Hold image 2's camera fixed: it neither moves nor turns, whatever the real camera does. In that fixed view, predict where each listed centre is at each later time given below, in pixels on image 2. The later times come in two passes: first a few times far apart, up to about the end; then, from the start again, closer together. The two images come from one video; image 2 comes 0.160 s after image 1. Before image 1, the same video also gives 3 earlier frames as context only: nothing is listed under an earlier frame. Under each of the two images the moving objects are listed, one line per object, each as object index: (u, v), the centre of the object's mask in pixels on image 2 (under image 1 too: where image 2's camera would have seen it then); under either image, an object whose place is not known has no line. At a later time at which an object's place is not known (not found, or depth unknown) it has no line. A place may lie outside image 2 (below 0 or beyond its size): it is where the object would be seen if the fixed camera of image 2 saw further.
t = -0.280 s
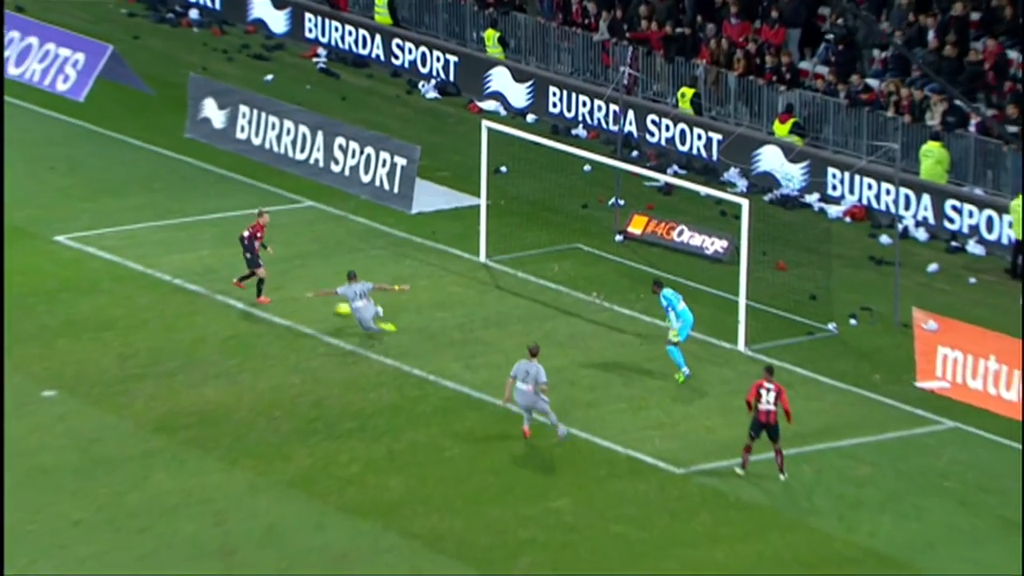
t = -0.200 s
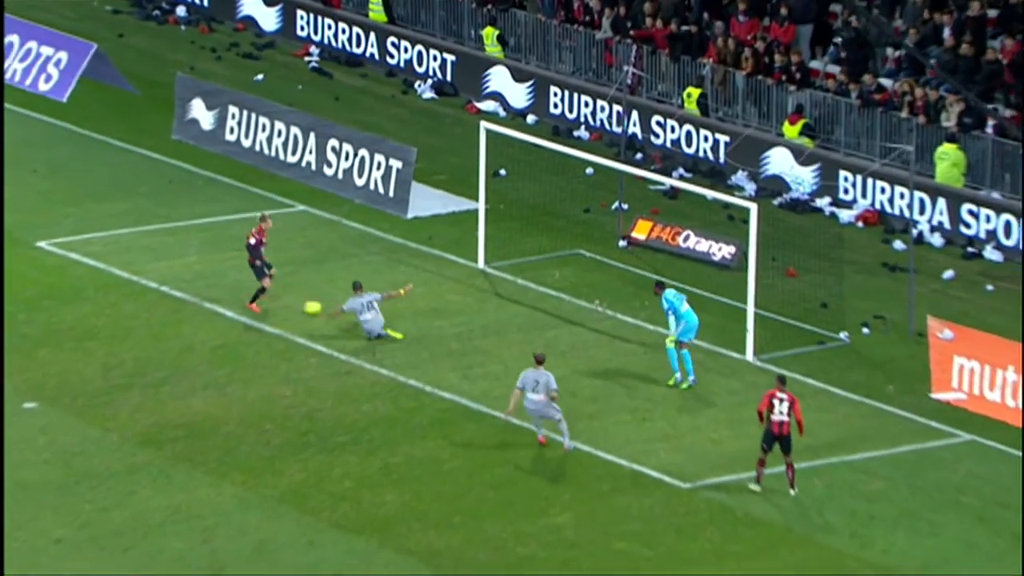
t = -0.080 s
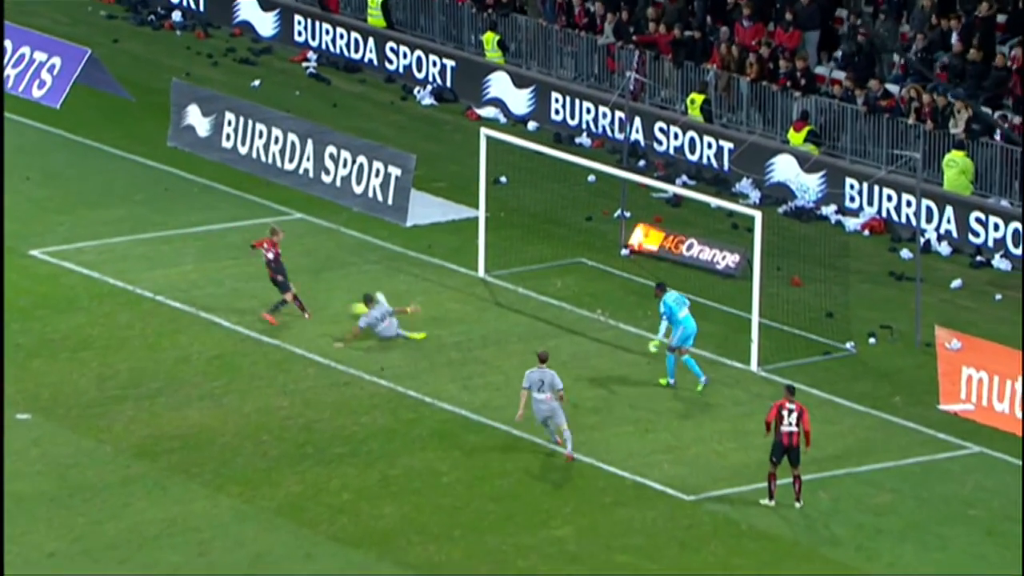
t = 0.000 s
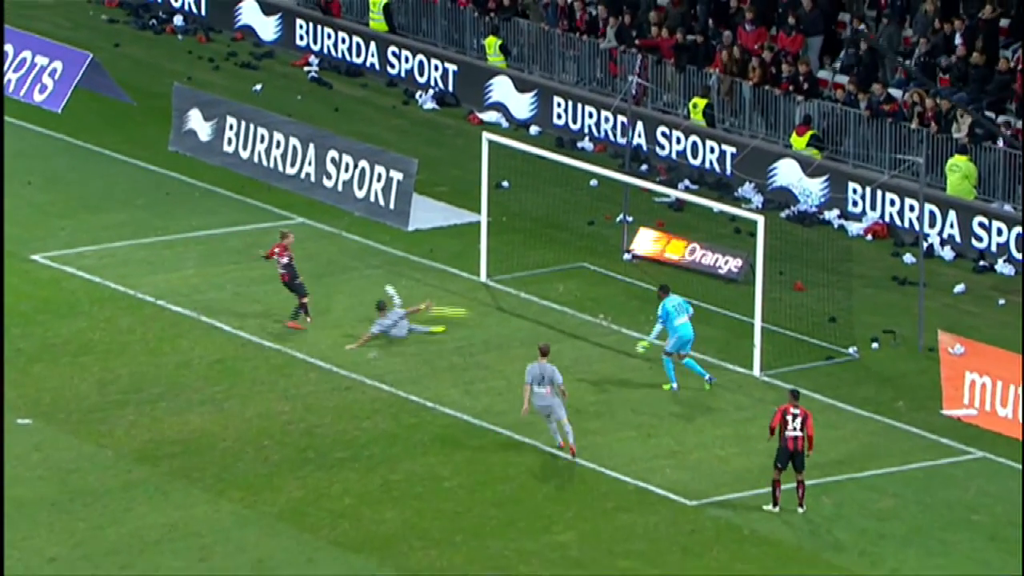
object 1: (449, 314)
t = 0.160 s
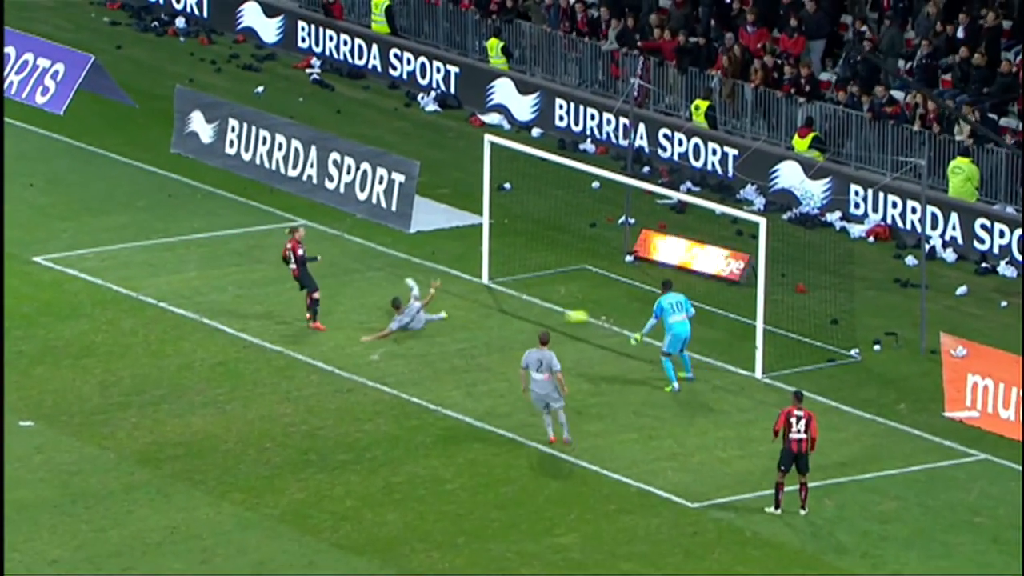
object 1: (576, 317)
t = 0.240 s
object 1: (637, 315)
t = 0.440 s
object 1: (767, 297)
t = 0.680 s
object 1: (798, 250)
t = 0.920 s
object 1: (796, 231)
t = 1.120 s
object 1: (787, 239)
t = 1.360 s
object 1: (776, 280)
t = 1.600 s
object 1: (767, 356)
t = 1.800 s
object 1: (778, 323)
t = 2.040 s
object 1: (792, 308)
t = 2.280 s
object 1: (791, 318)
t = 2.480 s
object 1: (781, 346)
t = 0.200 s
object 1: (608, 315)
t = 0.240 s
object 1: (637, 315)
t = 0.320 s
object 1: (701, 316)
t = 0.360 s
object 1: (729, 316)
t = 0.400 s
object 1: (750, 311)
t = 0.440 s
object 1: (767, 297)
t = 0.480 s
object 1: (772, 287)
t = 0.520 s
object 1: (779, 278)
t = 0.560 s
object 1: (785, 269)
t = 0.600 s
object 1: (790, 262)
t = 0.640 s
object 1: (795, 255)
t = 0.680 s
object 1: (798, 250)
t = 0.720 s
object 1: (799, 244)
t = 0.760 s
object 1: (800, 240)
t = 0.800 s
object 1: (800, 236)
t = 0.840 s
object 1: (799, 234)
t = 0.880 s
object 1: (797, 231)
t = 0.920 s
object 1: (796, 231)
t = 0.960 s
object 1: (794, 230)
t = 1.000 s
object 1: (793, 231)
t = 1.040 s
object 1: (791, 232)
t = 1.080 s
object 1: (789, 235)
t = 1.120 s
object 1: (787, 239)
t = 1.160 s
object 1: (785, 243)
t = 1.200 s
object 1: (783, 249)
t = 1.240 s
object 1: (782, 255)
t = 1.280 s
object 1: (780, 262)
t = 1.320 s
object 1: (779, 271)
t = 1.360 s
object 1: (776, 280)
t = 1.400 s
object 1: (775, 291)
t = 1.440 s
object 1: (773, 302)
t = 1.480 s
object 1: (771, 314)
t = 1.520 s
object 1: (770, 327)
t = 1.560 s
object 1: (768, 341)
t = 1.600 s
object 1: (767, 356)
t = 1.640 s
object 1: (768, 353)
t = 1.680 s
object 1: (770, 344)
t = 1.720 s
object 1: (773, 337)
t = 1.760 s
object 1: (775, 330)
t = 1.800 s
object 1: (778, 323)
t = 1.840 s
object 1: (780, 319)
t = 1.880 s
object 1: (783, 315)
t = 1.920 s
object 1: (786, 311)
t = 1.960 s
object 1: (788, 310)
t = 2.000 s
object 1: (790, 308)
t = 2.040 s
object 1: (792, 308)
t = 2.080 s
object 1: (794, 308)
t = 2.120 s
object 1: (794, 309)
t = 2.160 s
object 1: (794, 311)
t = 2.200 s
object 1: (793, 313)
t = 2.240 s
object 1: (792, 315)
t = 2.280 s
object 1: (791, 318)
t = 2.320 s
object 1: (790, 323)
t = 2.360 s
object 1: (788, 327)
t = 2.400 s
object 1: (786, 332)
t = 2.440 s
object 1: (783, 339)
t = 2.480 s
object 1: (781, 346)
